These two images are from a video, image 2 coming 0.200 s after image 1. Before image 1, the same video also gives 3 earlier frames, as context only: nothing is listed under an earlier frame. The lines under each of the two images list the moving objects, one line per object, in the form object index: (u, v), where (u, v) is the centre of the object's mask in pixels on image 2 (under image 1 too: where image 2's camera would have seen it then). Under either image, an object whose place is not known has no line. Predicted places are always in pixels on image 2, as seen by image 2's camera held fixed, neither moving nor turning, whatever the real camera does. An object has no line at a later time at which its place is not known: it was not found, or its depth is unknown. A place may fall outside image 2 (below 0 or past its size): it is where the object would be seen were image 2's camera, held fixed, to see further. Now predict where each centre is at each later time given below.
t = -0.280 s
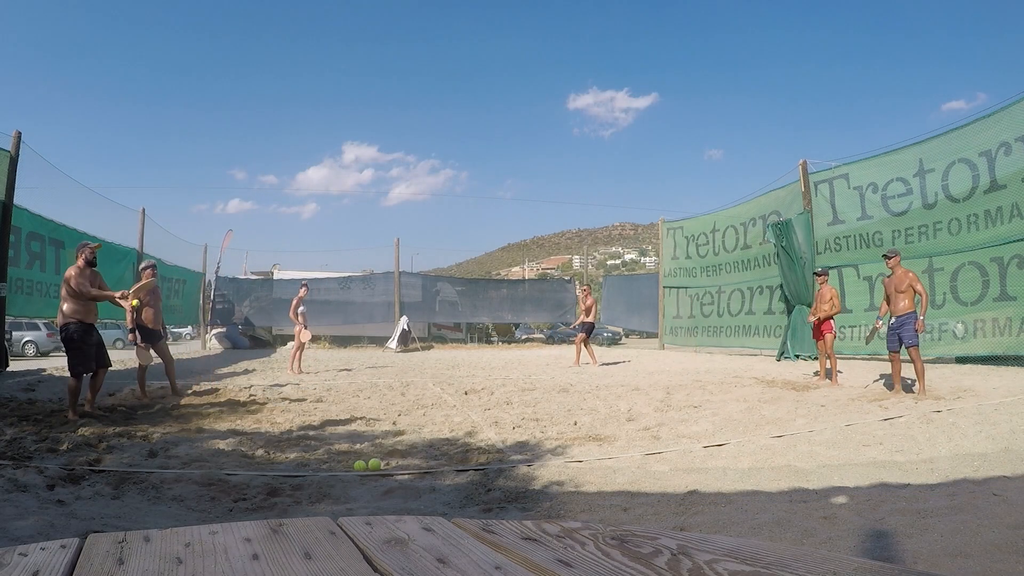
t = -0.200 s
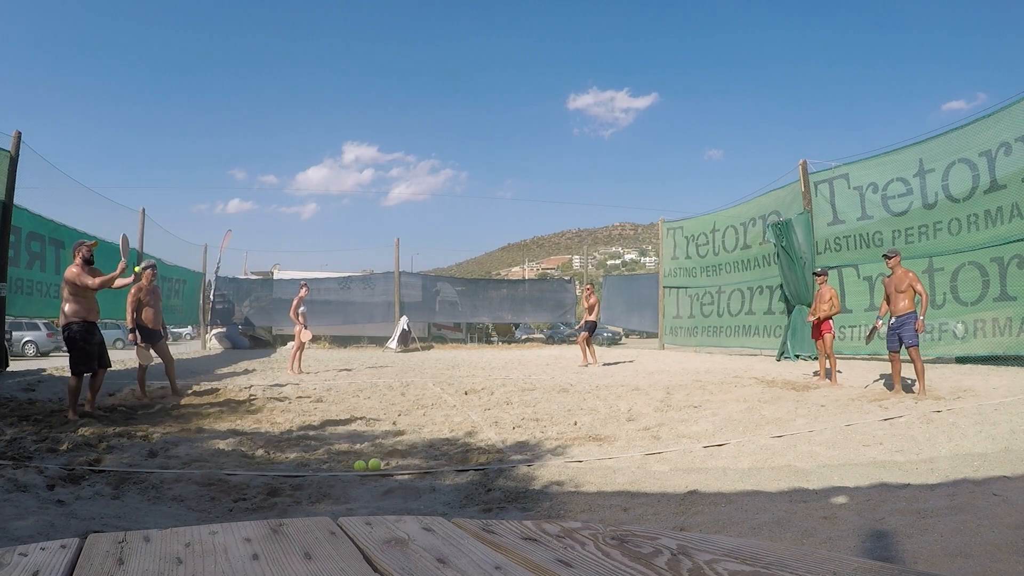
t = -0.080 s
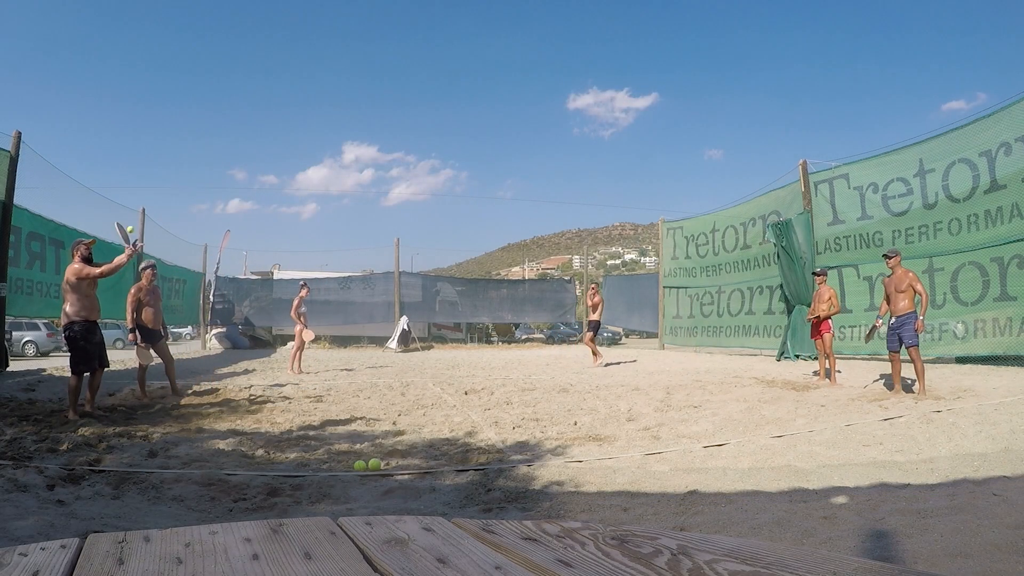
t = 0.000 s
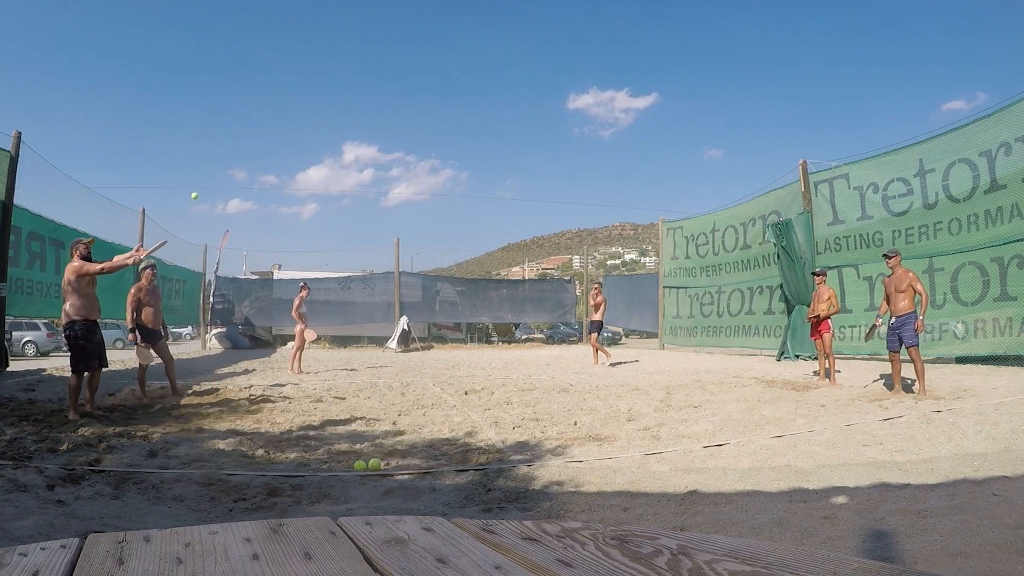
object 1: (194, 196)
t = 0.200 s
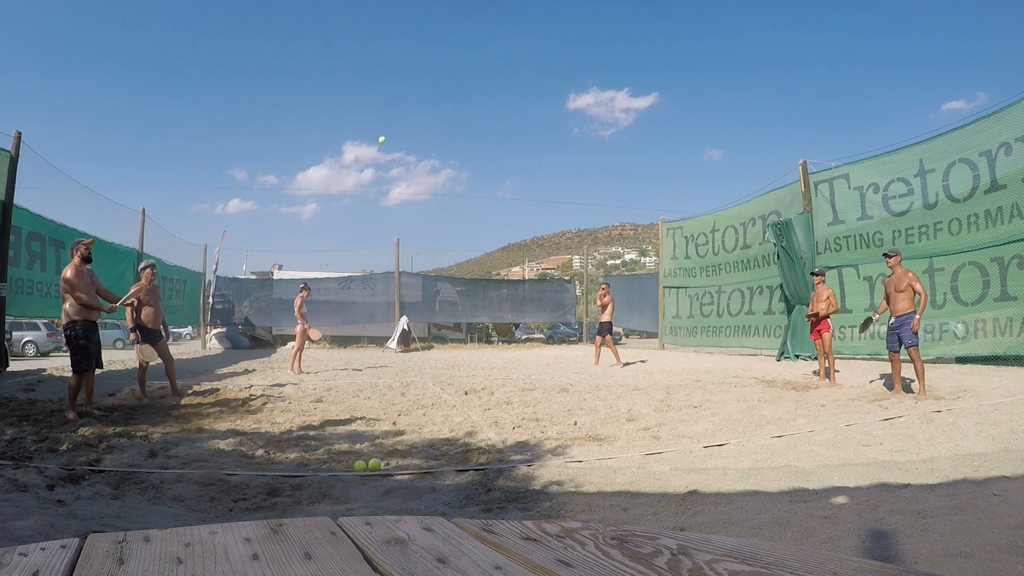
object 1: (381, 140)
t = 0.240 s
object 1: (418, 135)
